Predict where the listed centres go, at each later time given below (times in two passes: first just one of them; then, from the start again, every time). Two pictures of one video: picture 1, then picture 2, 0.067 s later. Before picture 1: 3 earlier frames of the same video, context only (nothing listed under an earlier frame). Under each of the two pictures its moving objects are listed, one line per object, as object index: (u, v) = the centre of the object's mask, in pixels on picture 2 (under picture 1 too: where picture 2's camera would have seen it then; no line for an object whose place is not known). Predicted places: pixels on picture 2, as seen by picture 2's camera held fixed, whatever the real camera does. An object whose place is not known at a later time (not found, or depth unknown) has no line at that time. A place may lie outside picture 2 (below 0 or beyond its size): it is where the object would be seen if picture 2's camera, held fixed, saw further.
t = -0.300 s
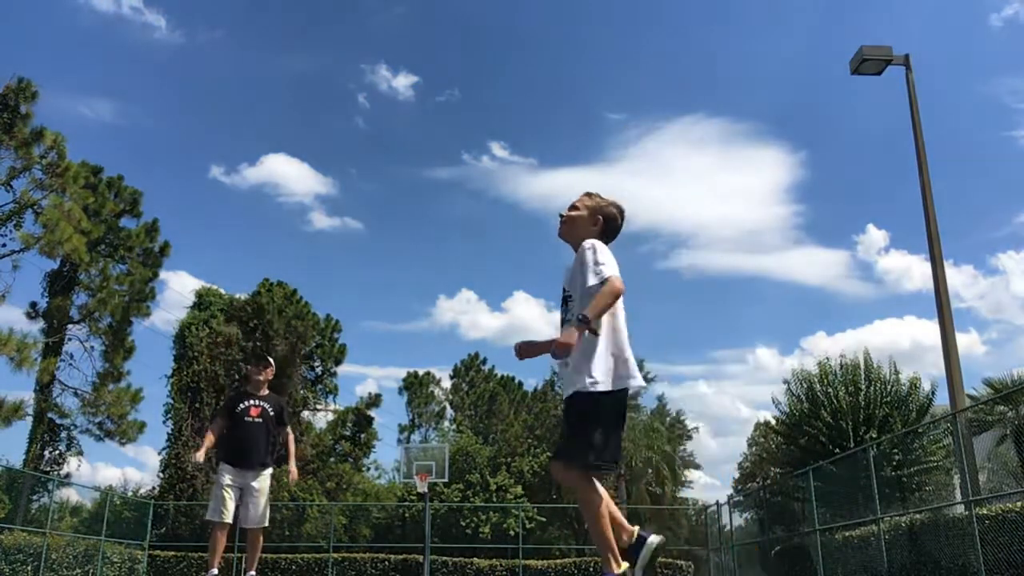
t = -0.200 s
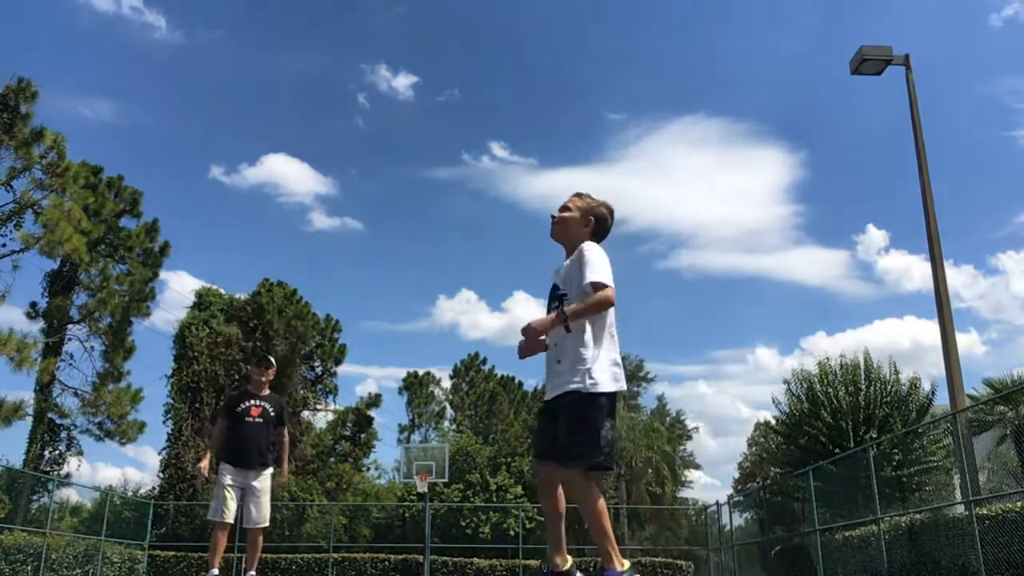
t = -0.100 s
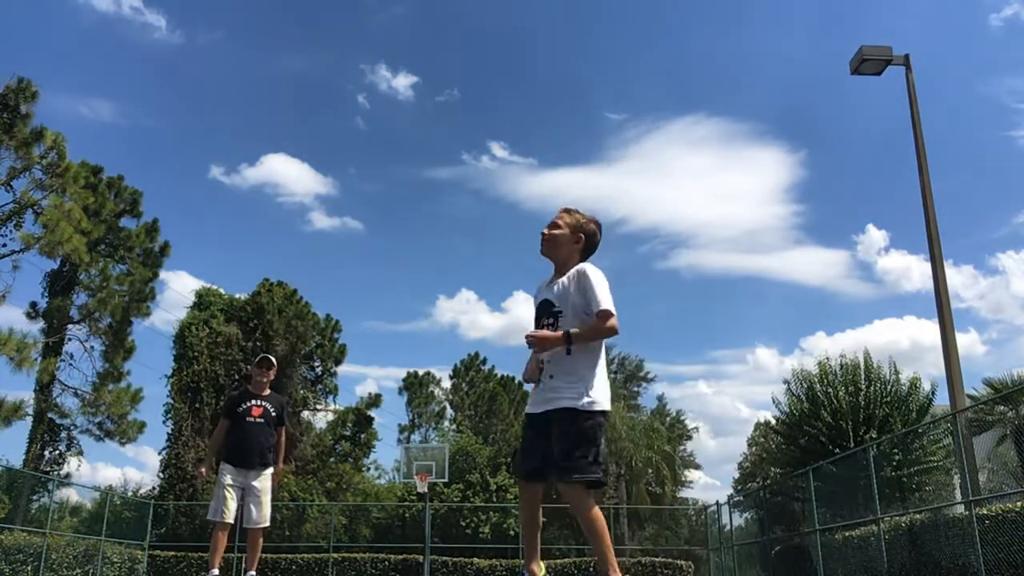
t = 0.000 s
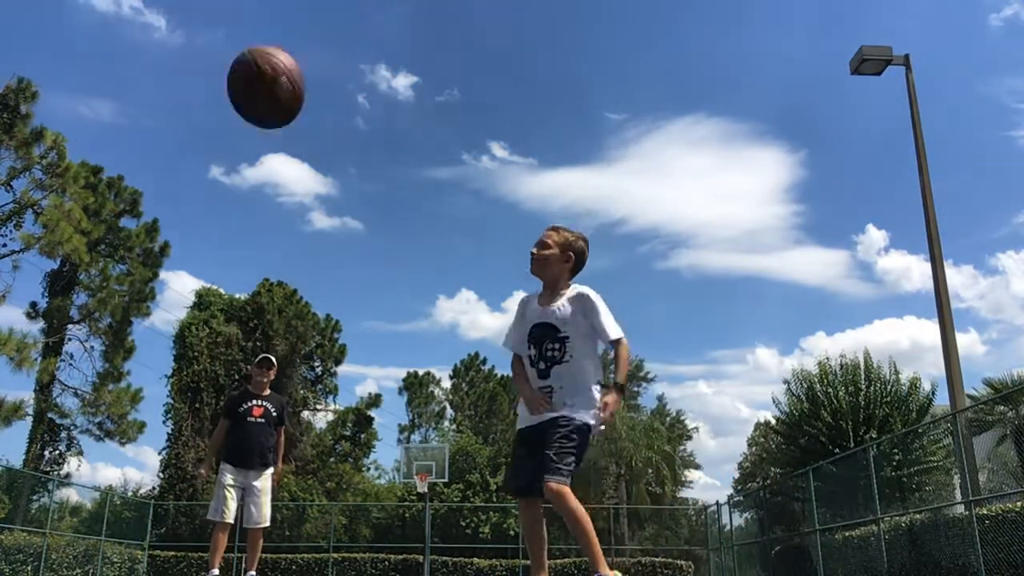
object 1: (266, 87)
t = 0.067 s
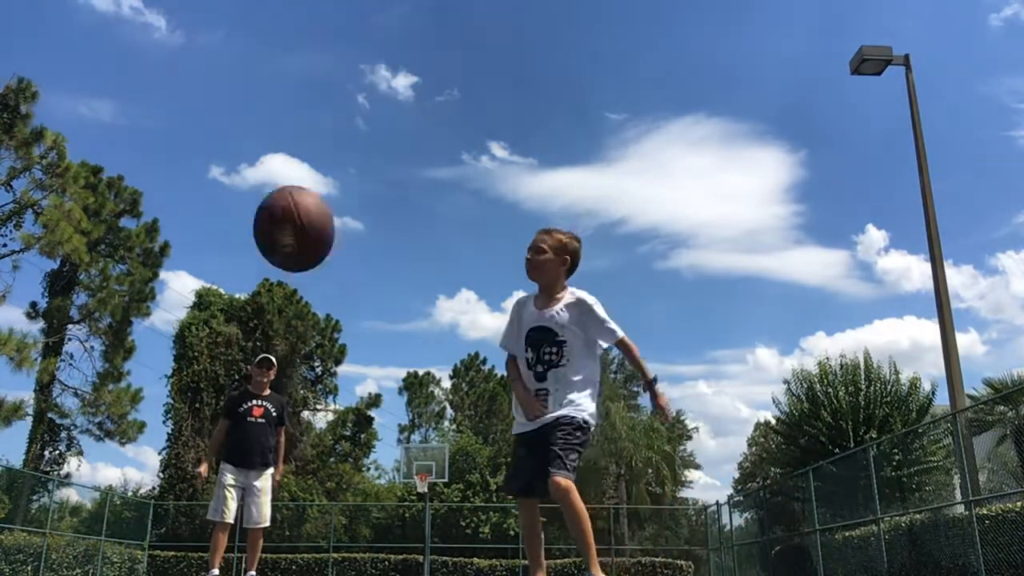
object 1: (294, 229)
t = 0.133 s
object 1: (325, 407)
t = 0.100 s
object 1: (309, 313)
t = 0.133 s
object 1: (325, 407)
